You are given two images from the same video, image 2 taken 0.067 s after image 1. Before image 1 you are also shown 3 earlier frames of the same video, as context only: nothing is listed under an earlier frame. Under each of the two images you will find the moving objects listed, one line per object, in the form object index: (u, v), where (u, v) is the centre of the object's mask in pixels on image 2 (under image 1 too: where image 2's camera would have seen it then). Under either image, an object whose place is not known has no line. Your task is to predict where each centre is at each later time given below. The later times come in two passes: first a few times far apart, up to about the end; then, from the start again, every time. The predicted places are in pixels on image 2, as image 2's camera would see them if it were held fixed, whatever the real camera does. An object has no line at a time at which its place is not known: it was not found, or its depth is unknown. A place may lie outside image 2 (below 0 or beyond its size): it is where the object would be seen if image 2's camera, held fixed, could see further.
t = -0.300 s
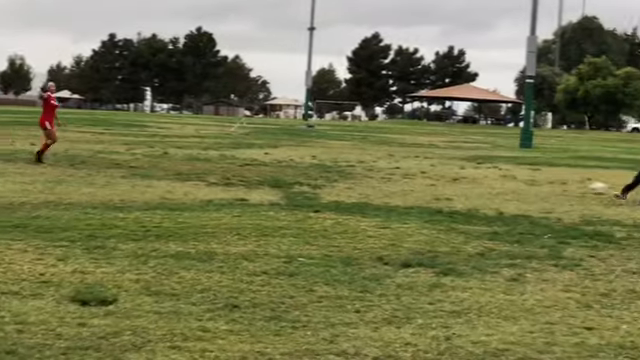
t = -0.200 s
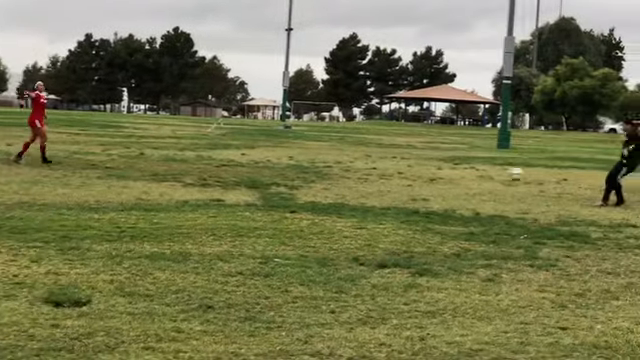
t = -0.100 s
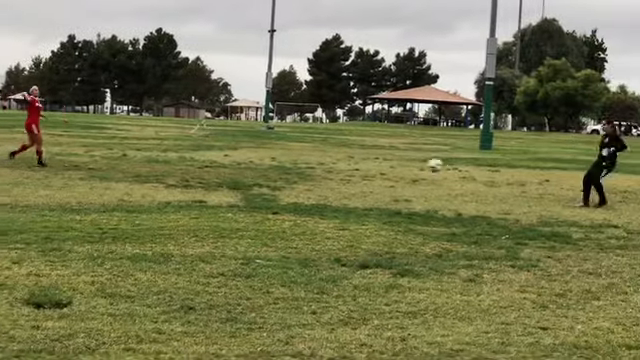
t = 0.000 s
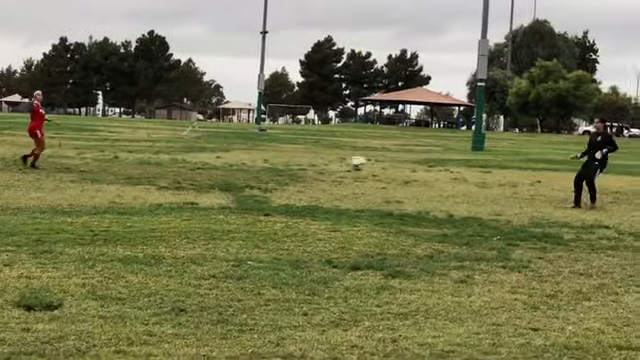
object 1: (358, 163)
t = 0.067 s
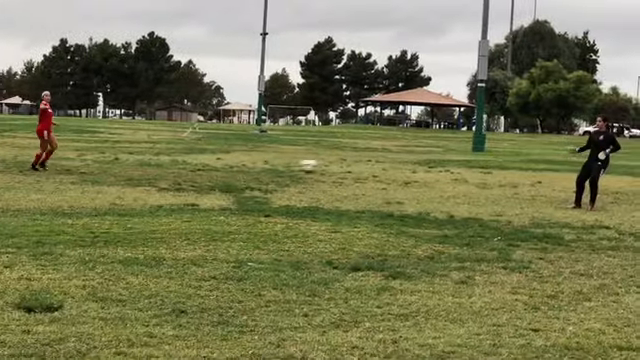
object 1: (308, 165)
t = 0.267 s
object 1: (141, 192)
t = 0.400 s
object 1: (16, 209)
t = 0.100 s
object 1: (282, 167)
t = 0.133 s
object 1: (257, 169)
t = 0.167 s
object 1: (229, 174)
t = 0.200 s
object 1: (200, 177)
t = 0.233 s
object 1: (170, 185)
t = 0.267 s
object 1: (141, 192)
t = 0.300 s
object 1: (109, 200)
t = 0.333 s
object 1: (75, 210)
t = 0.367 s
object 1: (43, 215)
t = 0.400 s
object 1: (16, 209)
